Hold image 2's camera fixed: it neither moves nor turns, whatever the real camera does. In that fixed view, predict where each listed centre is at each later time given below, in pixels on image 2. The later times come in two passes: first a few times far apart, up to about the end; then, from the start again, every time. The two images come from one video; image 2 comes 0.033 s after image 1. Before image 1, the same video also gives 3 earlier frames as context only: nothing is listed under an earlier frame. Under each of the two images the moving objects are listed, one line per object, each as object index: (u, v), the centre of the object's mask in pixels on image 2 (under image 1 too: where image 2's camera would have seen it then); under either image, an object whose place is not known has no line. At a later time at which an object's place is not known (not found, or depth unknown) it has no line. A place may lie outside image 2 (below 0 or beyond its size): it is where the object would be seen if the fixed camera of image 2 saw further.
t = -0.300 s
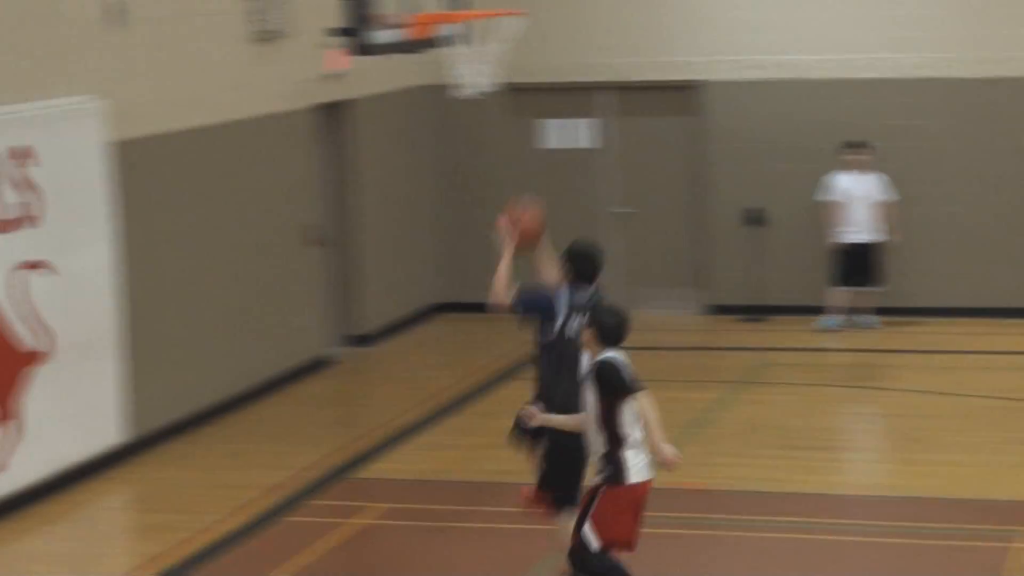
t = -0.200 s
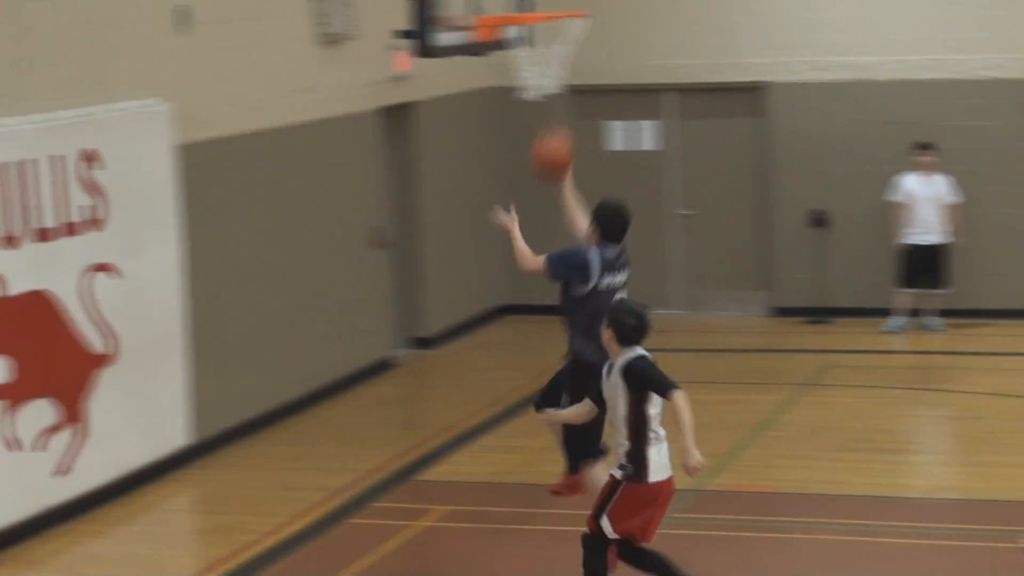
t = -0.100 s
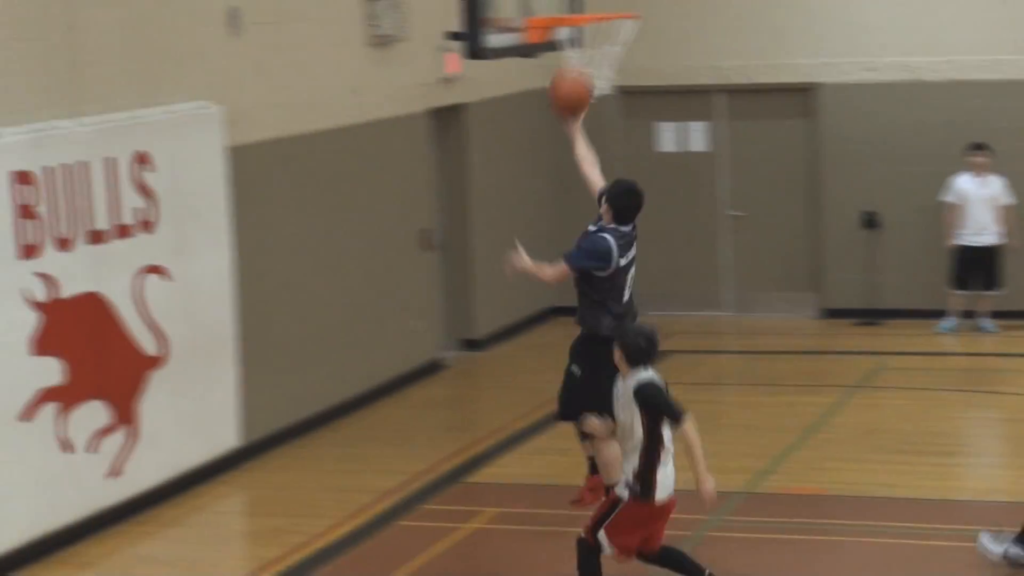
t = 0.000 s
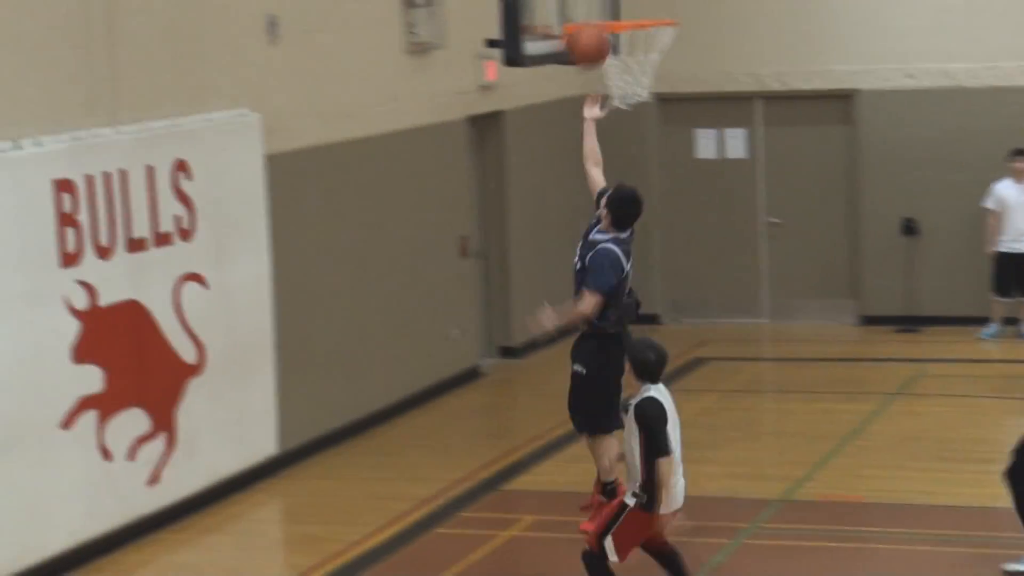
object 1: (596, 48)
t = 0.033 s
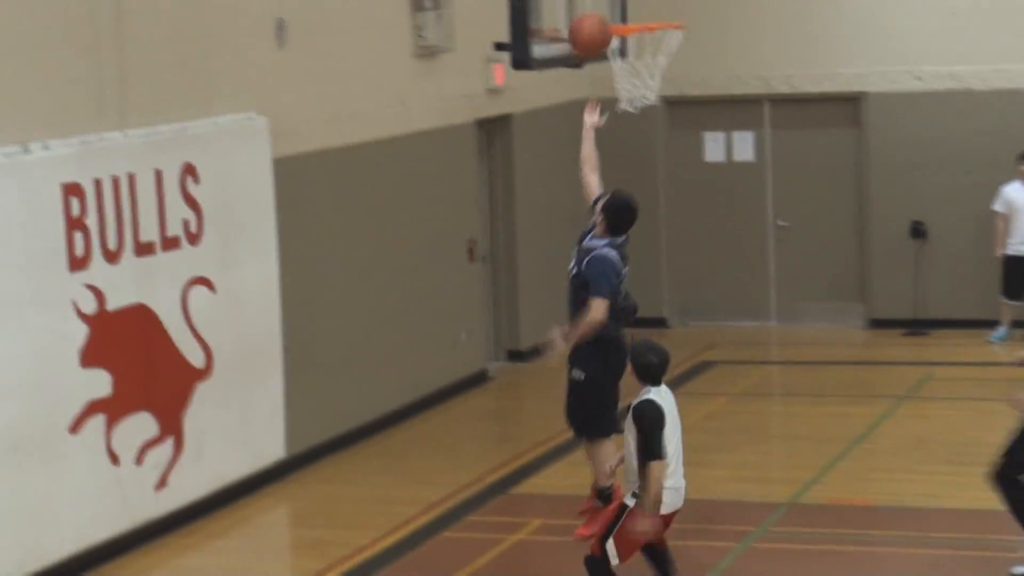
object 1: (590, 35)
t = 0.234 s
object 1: (598, -8)
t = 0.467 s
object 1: (656, 28)
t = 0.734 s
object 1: (663, 119)
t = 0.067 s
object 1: (585, 23)
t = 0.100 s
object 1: (579, 12)
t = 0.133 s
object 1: (574, 5)
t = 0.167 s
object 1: (579, -2)
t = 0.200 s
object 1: (588, -6)
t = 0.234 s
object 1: (598, -8)
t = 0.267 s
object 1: (608, -8)
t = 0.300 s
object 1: (618, -6)
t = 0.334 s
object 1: (627, -3)
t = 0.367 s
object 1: (637, 2)
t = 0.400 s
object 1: (647, 7)
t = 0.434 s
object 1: (654, 18)
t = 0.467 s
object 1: (656, 28)
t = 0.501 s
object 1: (659, 40)
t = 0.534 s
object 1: (662, 51)
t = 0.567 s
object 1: (665, 64)
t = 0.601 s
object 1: (665, 74)
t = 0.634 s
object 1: (666, 88)
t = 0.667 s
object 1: (663, 93)
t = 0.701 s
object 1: (662, 105)
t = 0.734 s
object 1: (663, 119)
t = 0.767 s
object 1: (662, 136)
